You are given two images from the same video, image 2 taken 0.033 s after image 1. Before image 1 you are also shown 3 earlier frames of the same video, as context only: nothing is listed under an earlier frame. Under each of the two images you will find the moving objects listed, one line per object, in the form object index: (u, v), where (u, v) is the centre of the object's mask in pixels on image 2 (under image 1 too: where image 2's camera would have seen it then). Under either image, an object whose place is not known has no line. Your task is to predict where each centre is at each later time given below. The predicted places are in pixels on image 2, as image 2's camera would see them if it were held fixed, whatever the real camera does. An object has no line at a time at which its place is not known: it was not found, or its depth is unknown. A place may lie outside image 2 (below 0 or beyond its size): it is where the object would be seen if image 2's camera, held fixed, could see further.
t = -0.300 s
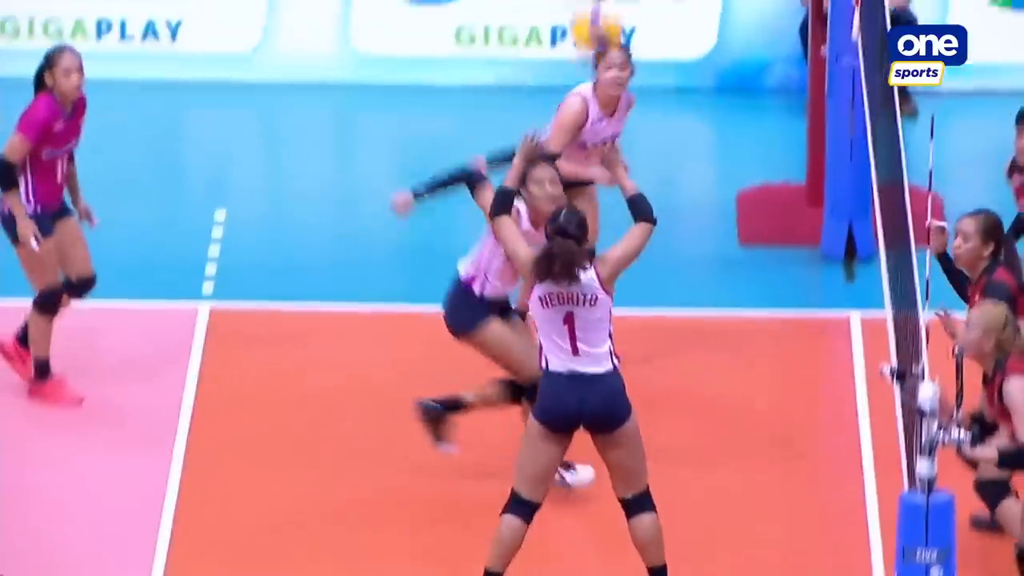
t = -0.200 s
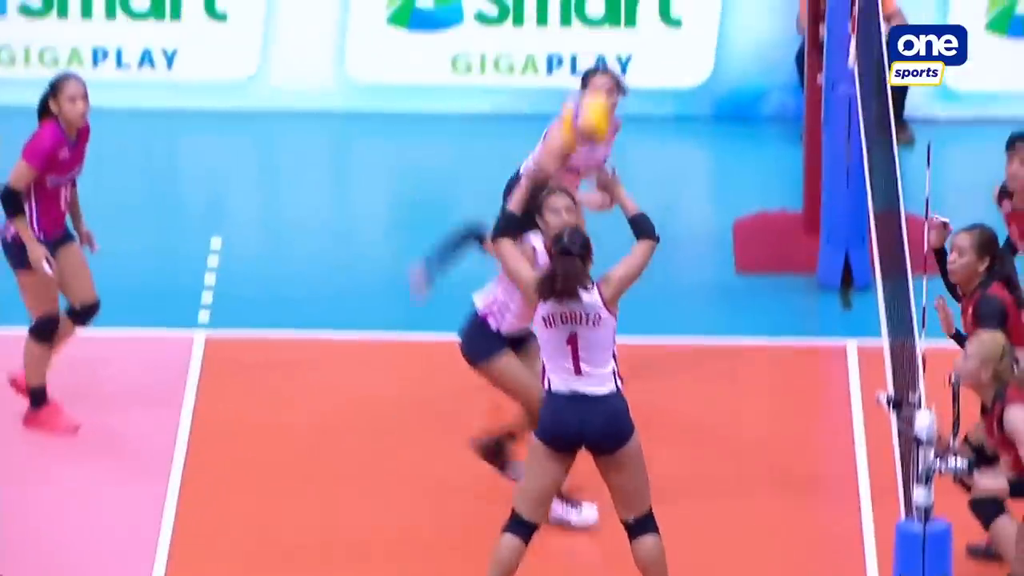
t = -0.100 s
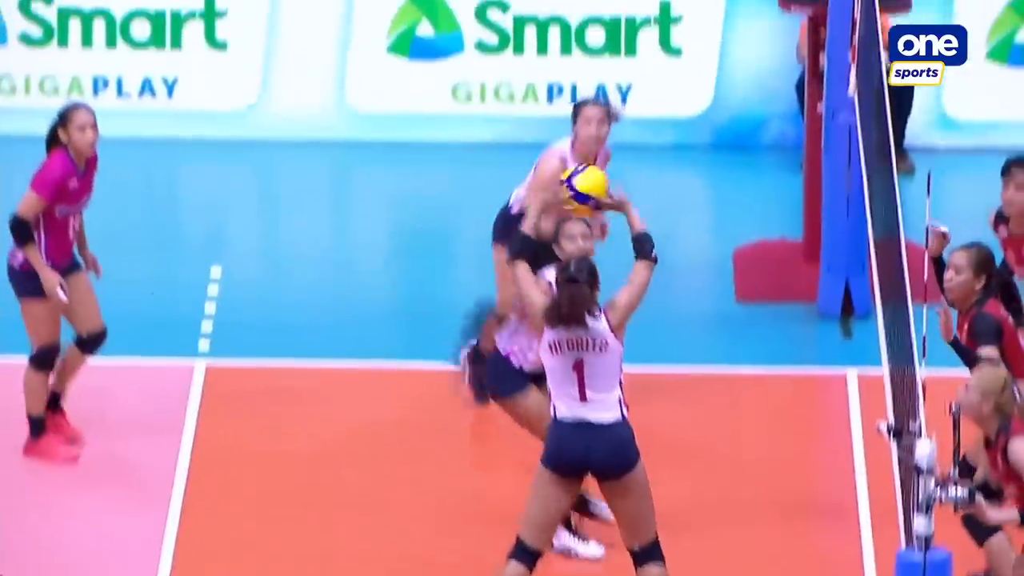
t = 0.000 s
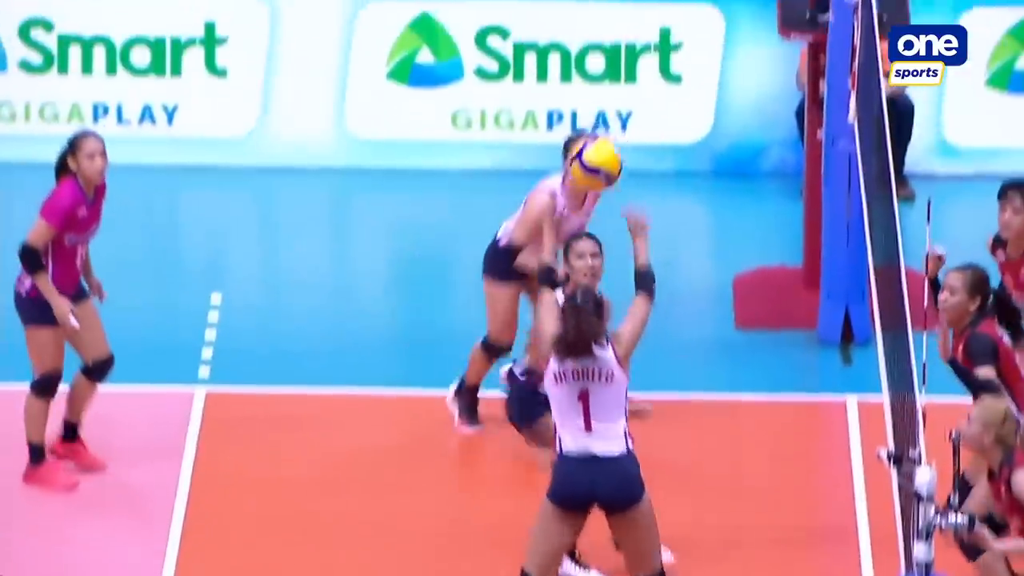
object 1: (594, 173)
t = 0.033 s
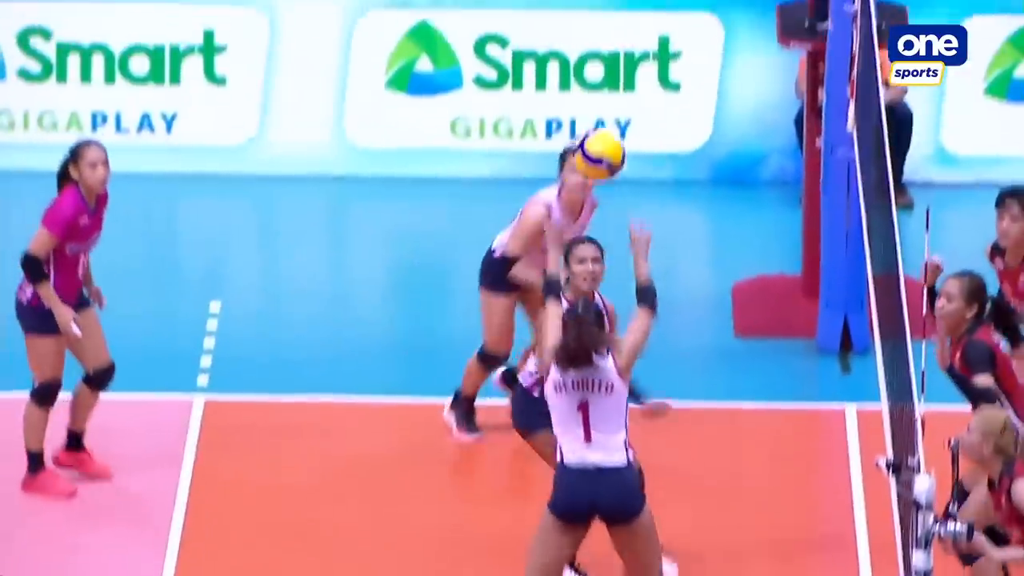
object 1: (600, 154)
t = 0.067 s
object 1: (603, 138)
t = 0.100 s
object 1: (608, 122)
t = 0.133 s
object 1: (612, 105)
